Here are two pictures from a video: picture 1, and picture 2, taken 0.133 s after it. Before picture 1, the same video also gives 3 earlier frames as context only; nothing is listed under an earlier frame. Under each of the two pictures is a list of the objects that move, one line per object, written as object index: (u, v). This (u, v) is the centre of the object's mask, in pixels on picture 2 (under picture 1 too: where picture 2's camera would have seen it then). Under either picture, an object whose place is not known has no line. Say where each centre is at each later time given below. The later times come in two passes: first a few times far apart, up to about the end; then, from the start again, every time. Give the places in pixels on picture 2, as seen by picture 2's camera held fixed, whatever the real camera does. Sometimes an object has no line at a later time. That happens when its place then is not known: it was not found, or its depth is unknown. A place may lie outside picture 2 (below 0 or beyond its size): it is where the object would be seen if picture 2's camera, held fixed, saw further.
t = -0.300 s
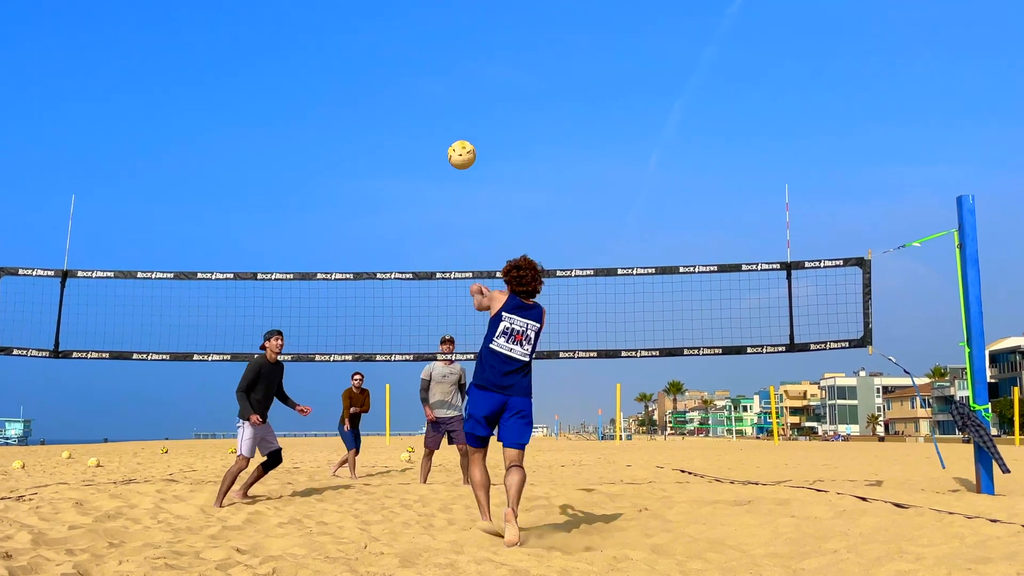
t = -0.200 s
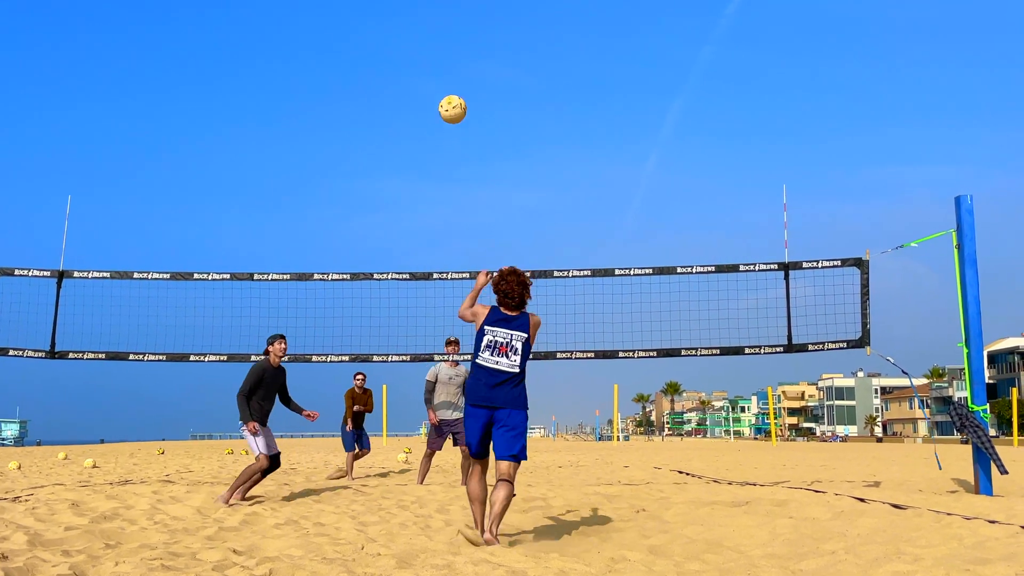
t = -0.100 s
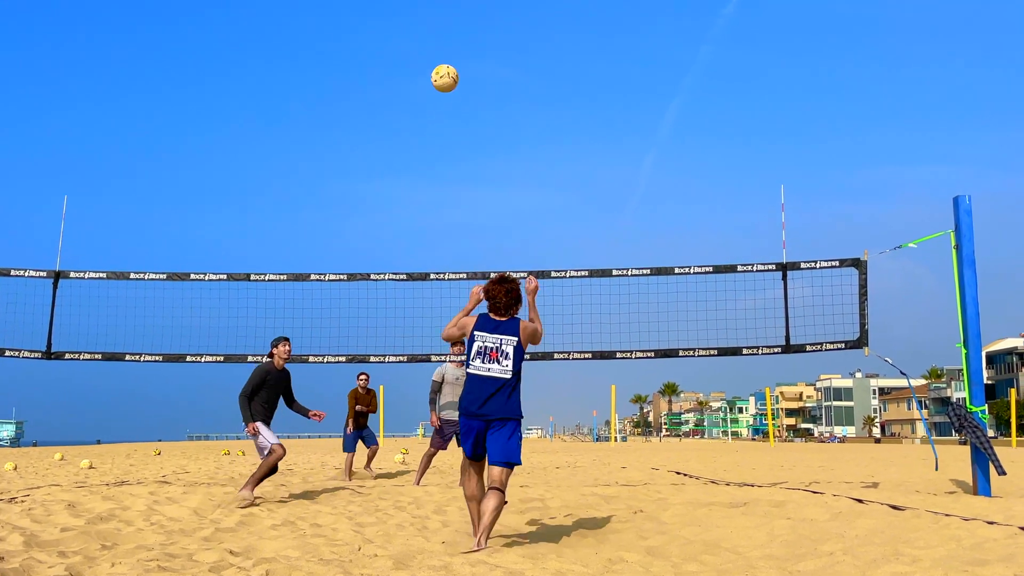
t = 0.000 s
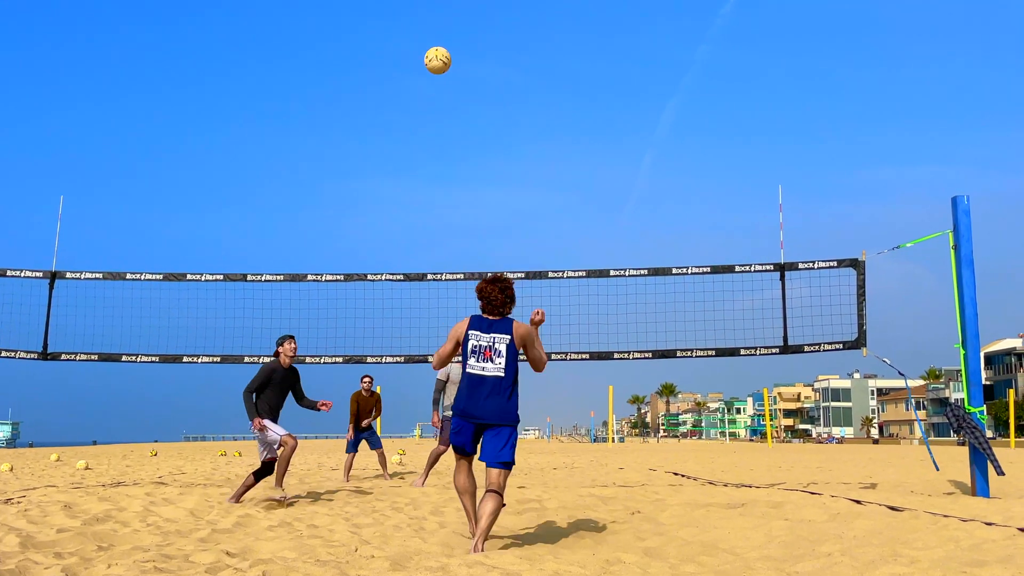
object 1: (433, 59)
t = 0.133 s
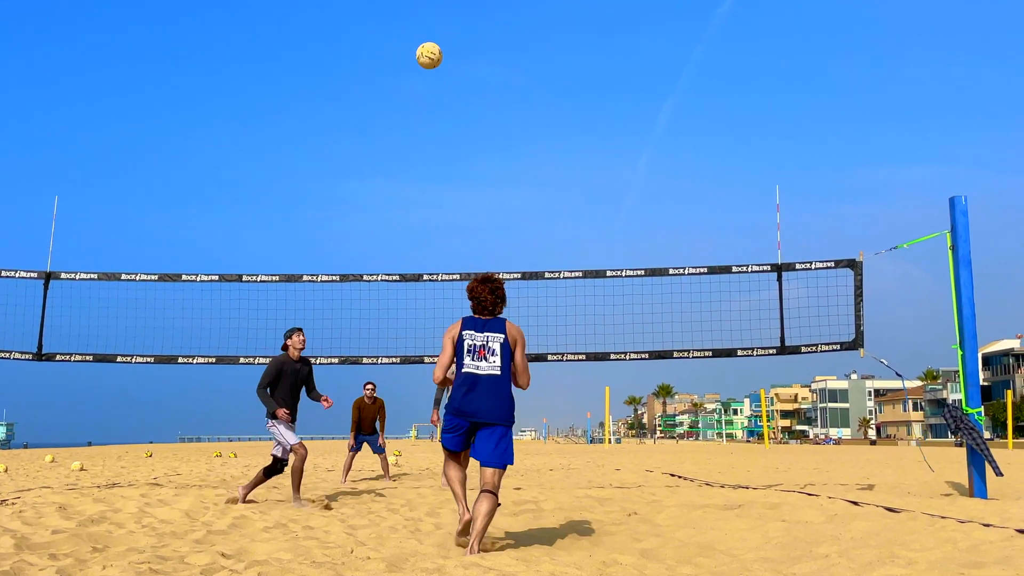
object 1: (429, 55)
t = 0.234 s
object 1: (426, 66)
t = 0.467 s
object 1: (422, 129)
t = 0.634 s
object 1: (421, 205)
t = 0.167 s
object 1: (428, 58)
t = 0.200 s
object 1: (427, 61)
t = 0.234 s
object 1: (426, 66)
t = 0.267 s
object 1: (425, 71)
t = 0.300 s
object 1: (424, 78)
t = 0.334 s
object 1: (424, 86)
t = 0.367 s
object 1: (423, 95)
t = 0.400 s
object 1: (423, 105)
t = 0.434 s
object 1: (423, 117)
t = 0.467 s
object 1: (422, 129)
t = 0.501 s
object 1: (421, 142)
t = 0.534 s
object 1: (421, 156)
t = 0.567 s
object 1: (420, 171)
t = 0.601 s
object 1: (421, 187)
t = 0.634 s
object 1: (421, 205)
